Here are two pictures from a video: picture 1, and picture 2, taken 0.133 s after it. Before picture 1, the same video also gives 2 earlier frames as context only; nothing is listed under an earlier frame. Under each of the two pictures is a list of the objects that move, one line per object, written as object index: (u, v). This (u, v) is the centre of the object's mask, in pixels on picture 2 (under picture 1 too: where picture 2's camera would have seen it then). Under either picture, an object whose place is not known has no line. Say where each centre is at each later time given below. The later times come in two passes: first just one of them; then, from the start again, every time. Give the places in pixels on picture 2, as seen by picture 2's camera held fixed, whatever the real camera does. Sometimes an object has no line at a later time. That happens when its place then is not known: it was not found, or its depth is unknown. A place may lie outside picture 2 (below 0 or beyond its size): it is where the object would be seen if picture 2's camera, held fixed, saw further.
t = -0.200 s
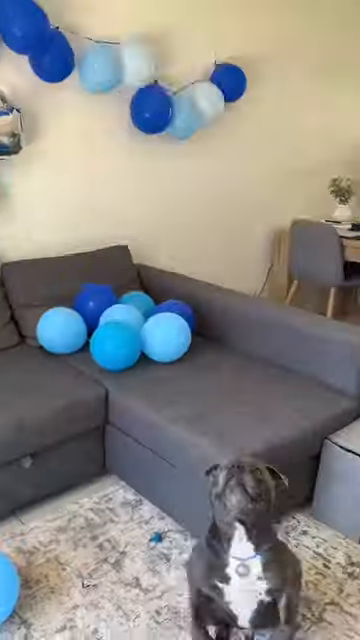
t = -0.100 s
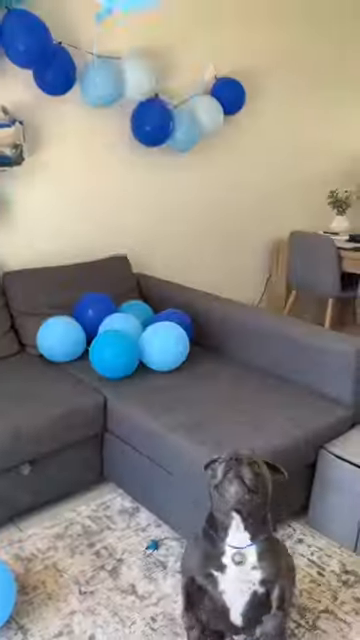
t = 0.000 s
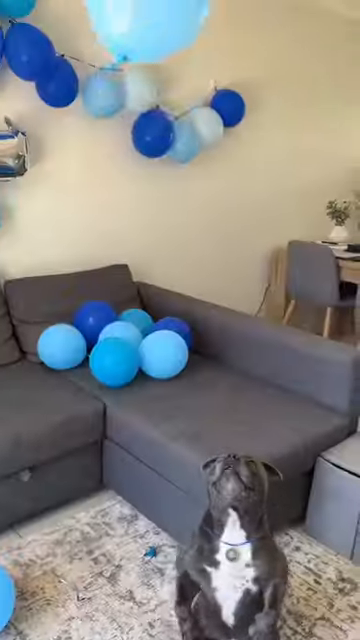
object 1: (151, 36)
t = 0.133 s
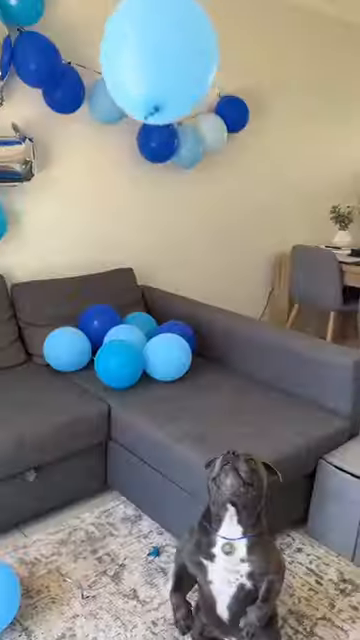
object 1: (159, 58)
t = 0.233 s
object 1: (162, 102)
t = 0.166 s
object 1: (160, 70)
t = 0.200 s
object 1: (161, 86)
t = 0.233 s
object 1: (162, 102)
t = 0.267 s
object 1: (164, 117)
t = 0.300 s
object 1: (165, 133)
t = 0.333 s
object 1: (166, 149)
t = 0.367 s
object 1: (168, 164)
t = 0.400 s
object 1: (169, 181)
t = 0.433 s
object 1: (170, 196)
